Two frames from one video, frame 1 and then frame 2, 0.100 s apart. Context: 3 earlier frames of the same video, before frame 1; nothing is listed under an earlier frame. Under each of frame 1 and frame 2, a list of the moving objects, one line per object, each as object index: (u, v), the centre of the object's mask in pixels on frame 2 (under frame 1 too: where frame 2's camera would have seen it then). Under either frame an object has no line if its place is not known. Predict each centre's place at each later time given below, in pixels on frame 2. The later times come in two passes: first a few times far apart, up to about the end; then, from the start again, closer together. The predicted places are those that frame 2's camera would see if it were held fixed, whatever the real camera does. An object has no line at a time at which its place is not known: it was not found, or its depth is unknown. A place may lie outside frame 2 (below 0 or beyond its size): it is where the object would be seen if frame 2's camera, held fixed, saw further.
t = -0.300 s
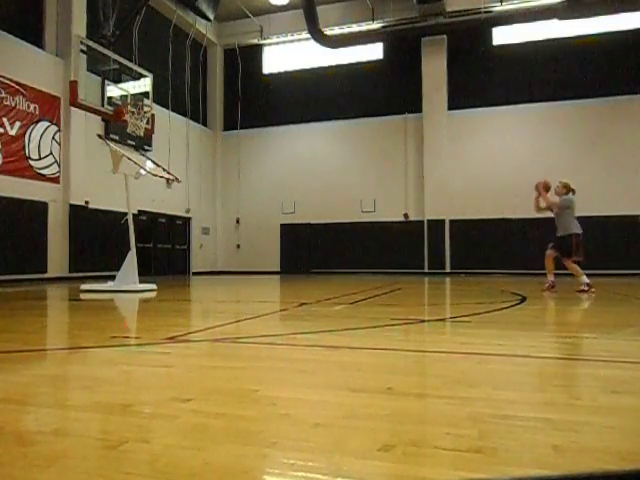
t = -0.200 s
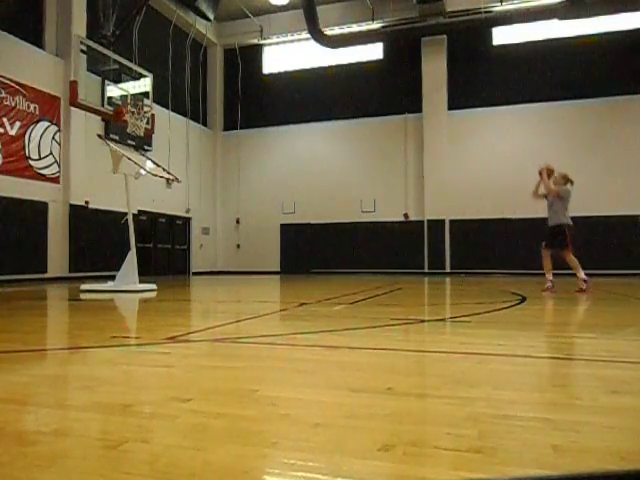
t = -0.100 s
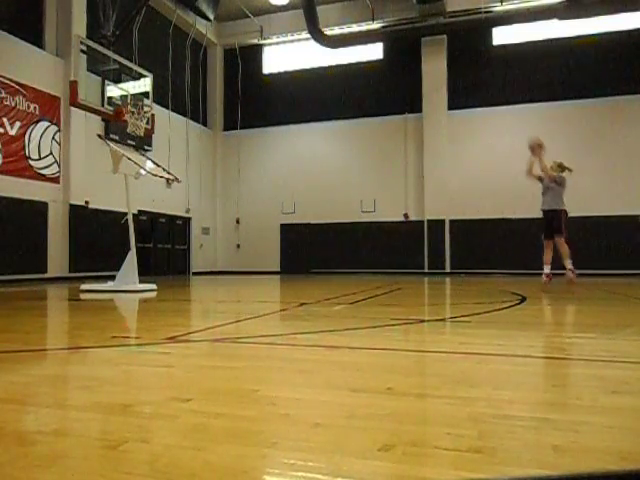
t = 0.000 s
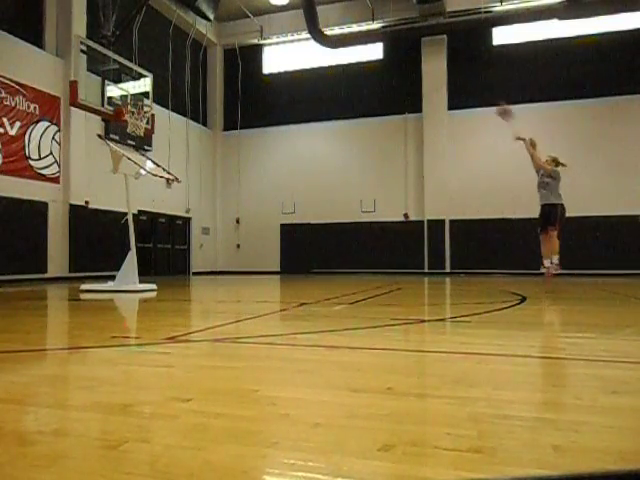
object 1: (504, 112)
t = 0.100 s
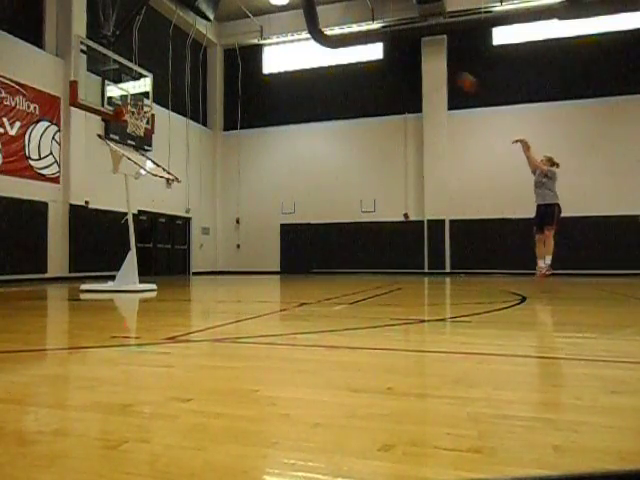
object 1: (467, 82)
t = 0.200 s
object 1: (429, 59)
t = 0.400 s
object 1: (359, 29)
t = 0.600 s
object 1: (292, 25)
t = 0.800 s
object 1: (228, 41)
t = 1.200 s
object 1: (117, 121)
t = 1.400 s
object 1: (127, 138)
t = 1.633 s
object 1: (156, 164)
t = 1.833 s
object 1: (193, 182)
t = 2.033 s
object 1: (229, 222)
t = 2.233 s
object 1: (265, 281)
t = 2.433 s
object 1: (298, 238)
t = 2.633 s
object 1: (332, 218)
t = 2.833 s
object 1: (366, 222)
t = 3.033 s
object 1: (397, 247)
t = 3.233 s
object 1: (431, 272)
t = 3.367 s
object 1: (450, 253)
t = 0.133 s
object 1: (455, 74)
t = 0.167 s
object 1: (443, 66)
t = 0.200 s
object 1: (429, 59)
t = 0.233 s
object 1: (417, 51)
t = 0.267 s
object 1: (407, 46)
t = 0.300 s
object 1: (394, 40)
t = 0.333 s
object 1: (384, 36)
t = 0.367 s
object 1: (375, 35)
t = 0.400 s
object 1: (359, 29)
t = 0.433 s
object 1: (348, 27)
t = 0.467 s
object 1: (337, 24)
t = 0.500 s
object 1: (327, 24)
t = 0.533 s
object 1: (316, 25)
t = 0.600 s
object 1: (292, 25)
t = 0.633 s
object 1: (283, 27)
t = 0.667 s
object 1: (270, 28)
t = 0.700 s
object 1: (258, 31)
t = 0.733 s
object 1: (249, 34)
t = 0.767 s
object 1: (238, 38)
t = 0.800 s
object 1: (228, 41)
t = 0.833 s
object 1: (217, 47)
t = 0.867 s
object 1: (206, 52)
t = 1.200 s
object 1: (117, 121)
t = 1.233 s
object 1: (119, 119)
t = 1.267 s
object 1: (118, 121)
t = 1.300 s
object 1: (115, 130)
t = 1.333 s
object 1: (118, 132)
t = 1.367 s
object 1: (121, 134)
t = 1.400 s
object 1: (127, 138)
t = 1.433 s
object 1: (130, 141)
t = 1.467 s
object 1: (133, 144)
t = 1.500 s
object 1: (136, 149)
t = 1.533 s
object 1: (140, 153)
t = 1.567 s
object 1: (144, 158)
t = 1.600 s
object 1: (150, 162)
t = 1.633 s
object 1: (156, 164)
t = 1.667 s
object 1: (161, 166)
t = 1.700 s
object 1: (168, 168)
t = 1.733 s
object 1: (174, 170)
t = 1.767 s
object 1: (180, 174)
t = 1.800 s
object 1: (186, 177)
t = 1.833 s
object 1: (193, 182)
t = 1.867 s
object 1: (199, 186)
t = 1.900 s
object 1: (205, 193)
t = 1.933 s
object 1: (211, 200)
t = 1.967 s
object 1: (217, 207)
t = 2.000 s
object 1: (222, 214)
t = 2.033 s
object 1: (229, 222)
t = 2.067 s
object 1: (235, 231)
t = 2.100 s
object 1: (241, 241)
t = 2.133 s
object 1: (246, 251)
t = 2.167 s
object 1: (252, 262)
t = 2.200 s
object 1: (259, 274)
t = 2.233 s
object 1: (265, 281)
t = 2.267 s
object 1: (271, 274)
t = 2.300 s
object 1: (277, 265)
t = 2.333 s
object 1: (283, 257)
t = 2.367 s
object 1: (287, 250)
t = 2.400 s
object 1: (293, 244)
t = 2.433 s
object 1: (298, 238)
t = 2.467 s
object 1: (304, 233)
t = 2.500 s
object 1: (309, 230)
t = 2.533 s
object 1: (315, 226)
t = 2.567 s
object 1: (321, 222)
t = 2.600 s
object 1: (327, 220)
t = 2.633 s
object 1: (332, 218)
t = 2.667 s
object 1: (338, 217)
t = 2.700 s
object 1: (343, 216)
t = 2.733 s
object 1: (349, 216)
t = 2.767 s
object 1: (354, 217)
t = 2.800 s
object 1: (360, 218)
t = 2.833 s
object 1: (366, 222)
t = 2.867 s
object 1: (372, 225)
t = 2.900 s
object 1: (375, 227)
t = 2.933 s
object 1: (381, 231)
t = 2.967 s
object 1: (387, 236)
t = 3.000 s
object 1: (392, 242)
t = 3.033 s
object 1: (397, 247)
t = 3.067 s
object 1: (403, 254)
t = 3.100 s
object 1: (408, 261)
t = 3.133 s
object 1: (414, 269)
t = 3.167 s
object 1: (420, 279)
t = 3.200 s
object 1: (426, 280)
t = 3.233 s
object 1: (431, 272)
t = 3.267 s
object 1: (436, 267)
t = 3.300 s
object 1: (439, 262)
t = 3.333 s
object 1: (444, 258)
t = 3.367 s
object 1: (450, 253)
